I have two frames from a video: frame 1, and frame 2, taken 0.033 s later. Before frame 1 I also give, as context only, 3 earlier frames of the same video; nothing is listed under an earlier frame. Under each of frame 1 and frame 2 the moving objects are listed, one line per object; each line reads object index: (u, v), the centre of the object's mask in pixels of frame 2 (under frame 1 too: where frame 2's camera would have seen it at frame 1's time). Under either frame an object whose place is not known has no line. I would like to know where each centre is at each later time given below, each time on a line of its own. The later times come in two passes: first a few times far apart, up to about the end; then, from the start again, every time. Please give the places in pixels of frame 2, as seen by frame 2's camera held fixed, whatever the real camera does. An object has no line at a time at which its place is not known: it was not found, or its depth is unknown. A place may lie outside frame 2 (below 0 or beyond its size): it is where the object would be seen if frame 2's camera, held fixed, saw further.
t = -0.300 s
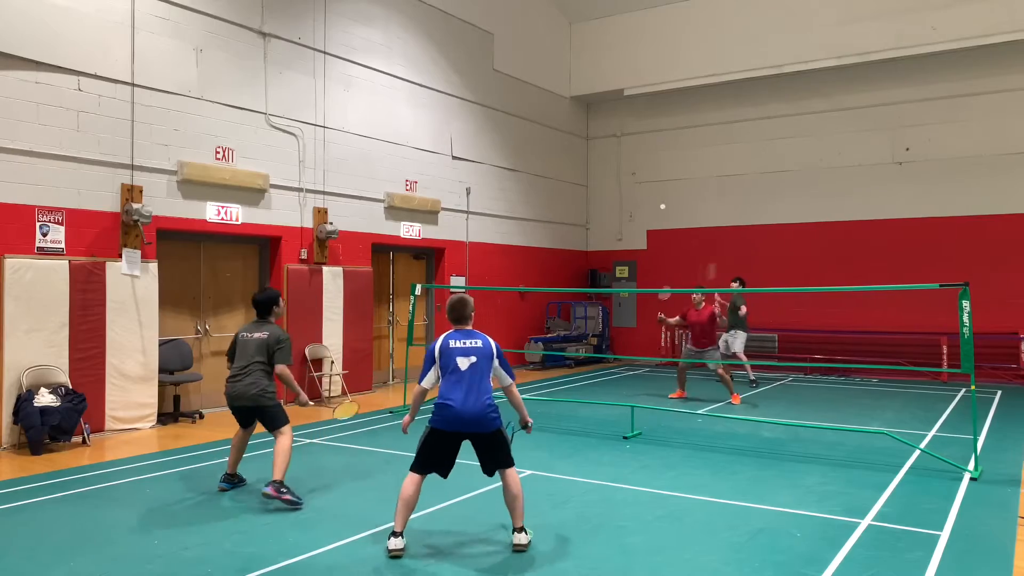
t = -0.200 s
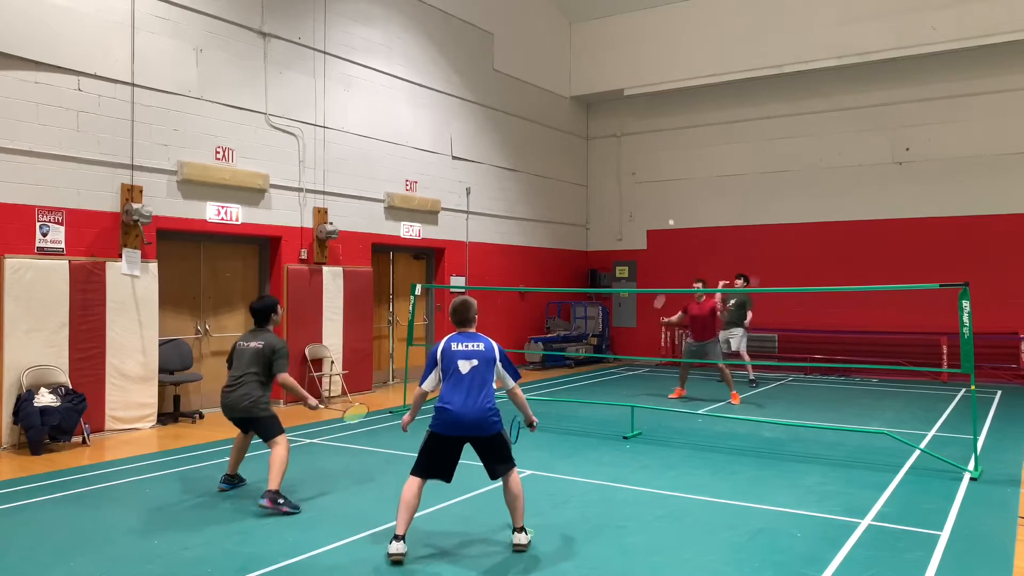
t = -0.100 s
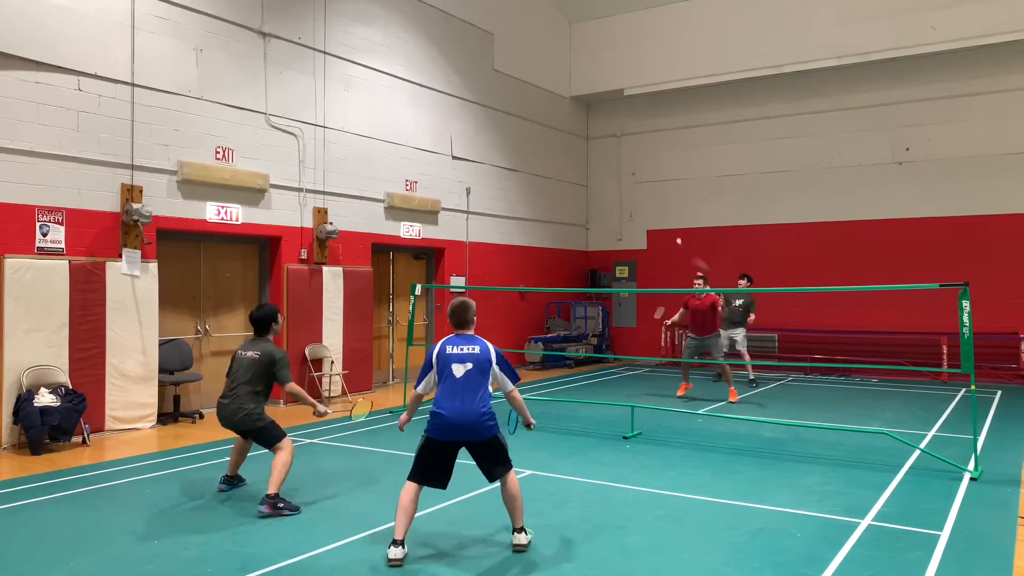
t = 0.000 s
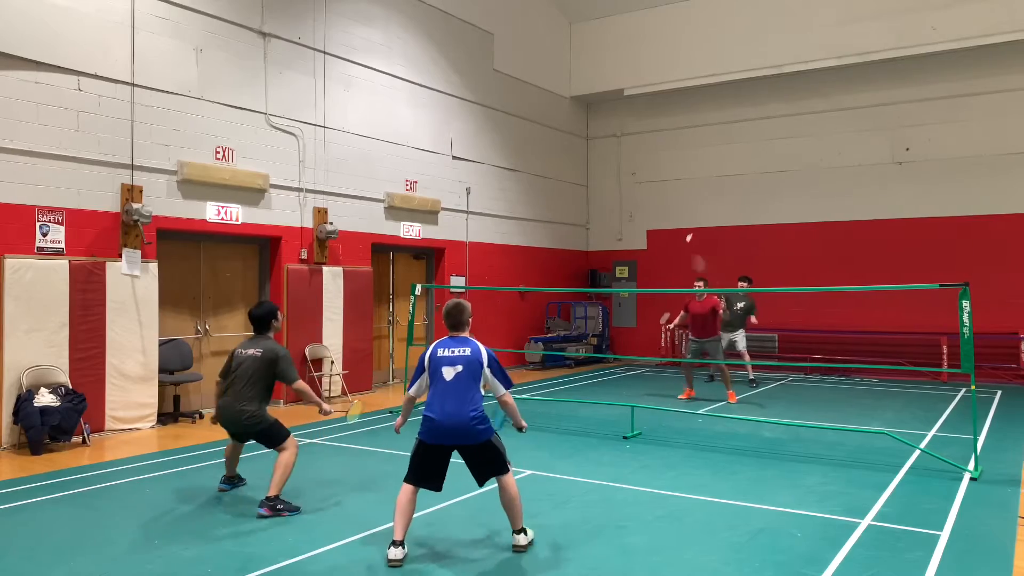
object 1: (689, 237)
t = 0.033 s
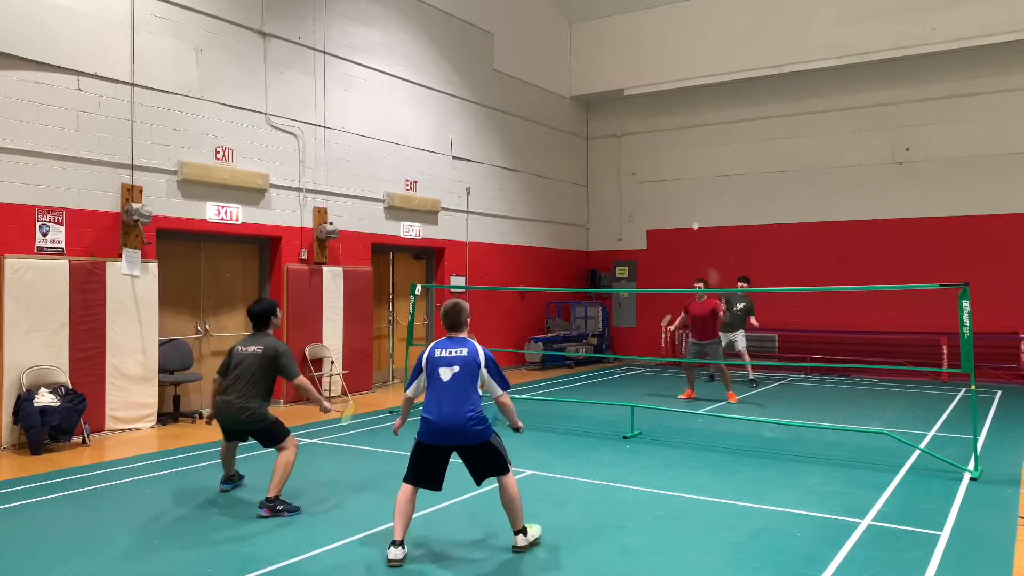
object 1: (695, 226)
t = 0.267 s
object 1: (705, 184)
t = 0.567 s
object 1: (714, 192)
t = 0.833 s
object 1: (717, 269)
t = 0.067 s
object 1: (694, 216)
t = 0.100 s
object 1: (695, 206)
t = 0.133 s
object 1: (696, 201)
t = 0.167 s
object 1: (698, 196)
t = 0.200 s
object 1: (701, 191)
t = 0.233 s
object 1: (703, 187)
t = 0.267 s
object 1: (705, 184)
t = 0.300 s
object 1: (706, 181)
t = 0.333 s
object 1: (708, 179)
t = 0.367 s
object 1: (709, 179)
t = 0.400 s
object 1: (710, 178)
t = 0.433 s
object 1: (711, 180)
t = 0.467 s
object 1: (712, 182)
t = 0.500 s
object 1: (712, 184)
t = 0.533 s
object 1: (714, 187)
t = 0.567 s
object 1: (714, 192)
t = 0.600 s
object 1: (714, 197)
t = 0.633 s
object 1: (715, 204)
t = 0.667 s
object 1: (716, 213)
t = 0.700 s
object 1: (716, 222)
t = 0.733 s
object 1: (717, 233)
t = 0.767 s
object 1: (717, 244)
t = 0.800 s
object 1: (717, 256)
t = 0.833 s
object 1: (717, 269)
